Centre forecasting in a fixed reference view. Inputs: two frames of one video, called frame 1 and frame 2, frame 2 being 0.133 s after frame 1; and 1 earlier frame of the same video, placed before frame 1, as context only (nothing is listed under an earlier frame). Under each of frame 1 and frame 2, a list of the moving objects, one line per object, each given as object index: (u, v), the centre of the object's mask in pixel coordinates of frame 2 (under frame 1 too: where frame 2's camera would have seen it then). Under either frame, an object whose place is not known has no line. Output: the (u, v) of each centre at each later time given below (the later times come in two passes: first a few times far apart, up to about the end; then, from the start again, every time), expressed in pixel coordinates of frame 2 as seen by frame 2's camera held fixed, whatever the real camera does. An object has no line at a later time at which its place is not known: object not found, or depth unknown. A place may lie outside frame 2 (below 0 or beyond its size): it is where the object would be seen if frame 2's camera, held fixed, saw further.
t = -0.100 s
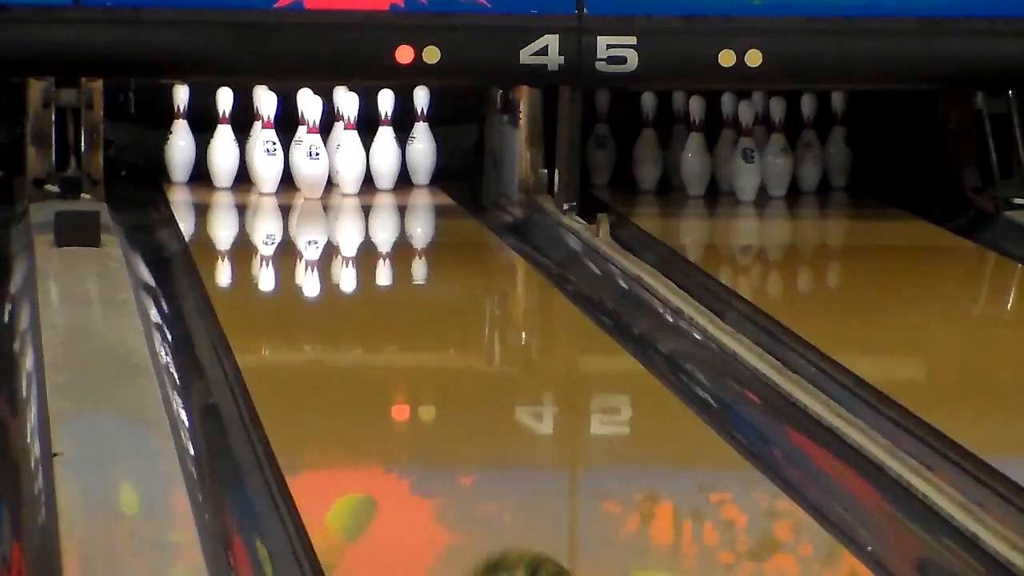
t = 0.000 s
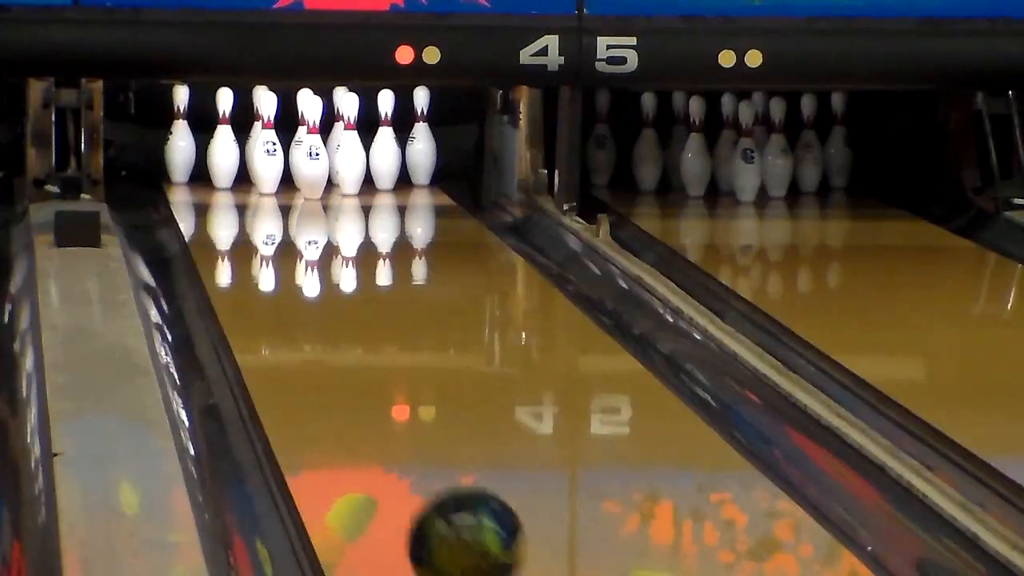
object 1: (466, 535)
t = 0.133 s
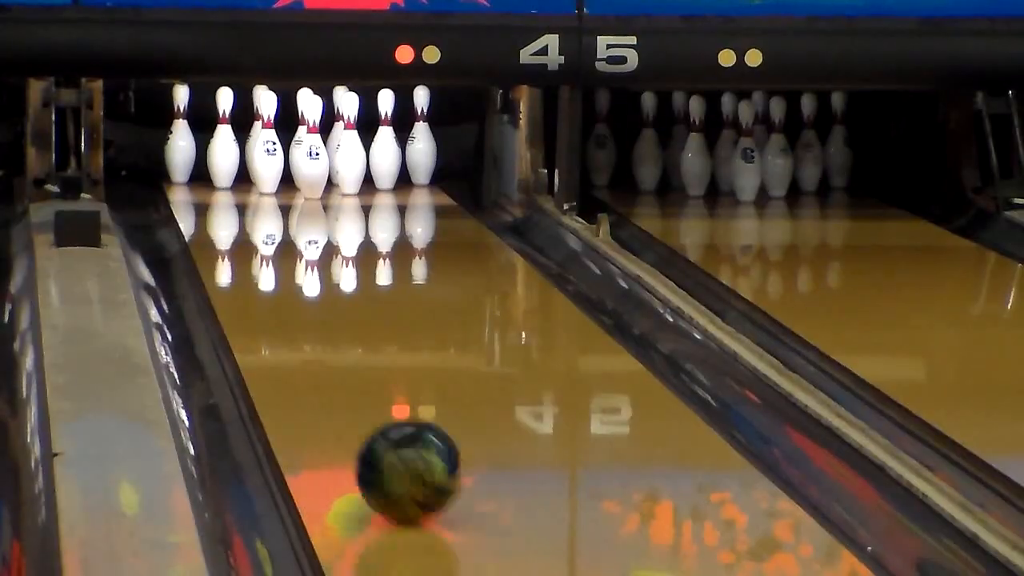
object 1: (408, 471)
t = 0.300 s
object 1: (354, 399)
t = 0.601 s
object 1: (293, 301)
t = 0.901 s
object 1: (269, 231)
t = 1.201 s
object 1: (288, 184)
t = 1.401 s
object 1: (311, 163)
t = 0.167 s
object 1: (396, 455)
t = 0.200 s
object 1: (385, 440)
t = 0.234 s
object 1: (373, 425)
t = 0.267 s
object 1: (364, 412)
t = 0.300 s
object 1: (354, 399)
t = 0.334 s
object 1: (345, 387)
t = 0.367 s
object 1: (337, 374)
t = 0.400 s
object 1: (329, 362)
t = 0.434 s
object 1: (323, 351)
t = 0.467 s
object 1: (316, 341)
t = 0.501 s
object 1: (309, 329)
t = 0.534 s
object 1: (303, 319)
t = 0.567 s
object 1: (298, 310)
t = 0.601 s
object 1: (293, 301)
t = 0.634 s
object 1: (287, 292)
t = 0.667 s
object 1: (283, 284)
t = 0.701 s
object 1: (280, 276)
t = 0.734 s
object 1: (276, 267)
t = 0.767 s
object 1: (274, 260)
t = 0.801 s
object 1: (271, 252)
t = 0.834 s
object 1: (270, 245)
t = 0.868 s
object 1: (270, 238)
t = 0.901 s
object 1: (269, 231)
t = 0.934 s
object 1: (269, 226)
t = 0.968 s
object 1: (270, 219)
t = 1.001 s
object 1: (271, 214)
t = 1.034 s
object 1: (273, 208)
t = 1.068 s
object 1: (275, 202)
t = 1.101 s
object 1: (278, 198)
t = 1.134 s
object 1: (281, 193)
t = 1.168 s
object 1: (284, 188)
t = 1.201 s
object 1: (288, 184)
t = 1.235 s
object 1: (291, 180)
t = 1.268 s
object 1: (296, 176)
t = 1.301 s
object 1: (300, 171)
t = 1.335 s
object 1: (299, 169)
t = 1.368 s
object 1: (304, 167)
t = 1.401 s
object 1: (311, 163)
